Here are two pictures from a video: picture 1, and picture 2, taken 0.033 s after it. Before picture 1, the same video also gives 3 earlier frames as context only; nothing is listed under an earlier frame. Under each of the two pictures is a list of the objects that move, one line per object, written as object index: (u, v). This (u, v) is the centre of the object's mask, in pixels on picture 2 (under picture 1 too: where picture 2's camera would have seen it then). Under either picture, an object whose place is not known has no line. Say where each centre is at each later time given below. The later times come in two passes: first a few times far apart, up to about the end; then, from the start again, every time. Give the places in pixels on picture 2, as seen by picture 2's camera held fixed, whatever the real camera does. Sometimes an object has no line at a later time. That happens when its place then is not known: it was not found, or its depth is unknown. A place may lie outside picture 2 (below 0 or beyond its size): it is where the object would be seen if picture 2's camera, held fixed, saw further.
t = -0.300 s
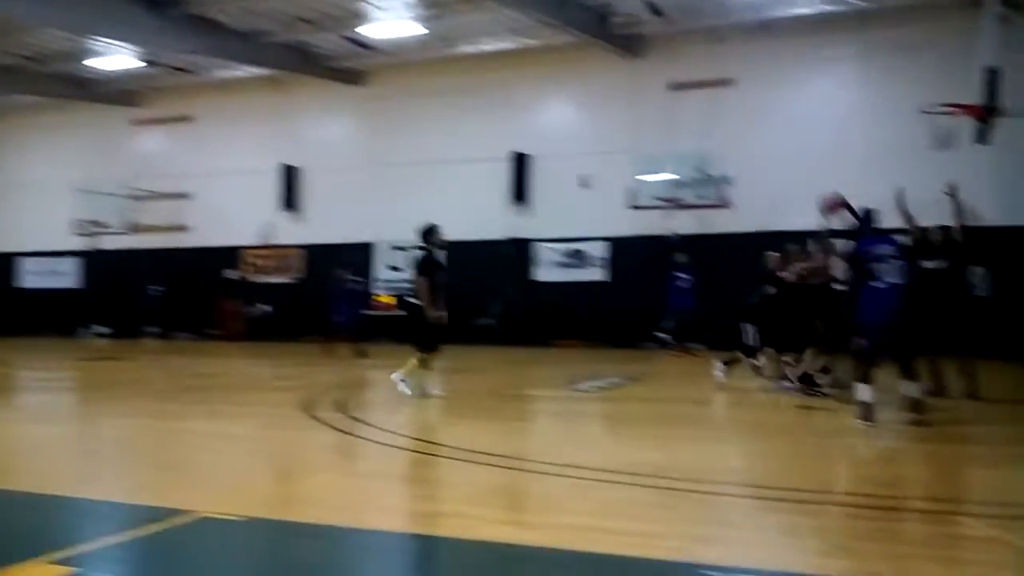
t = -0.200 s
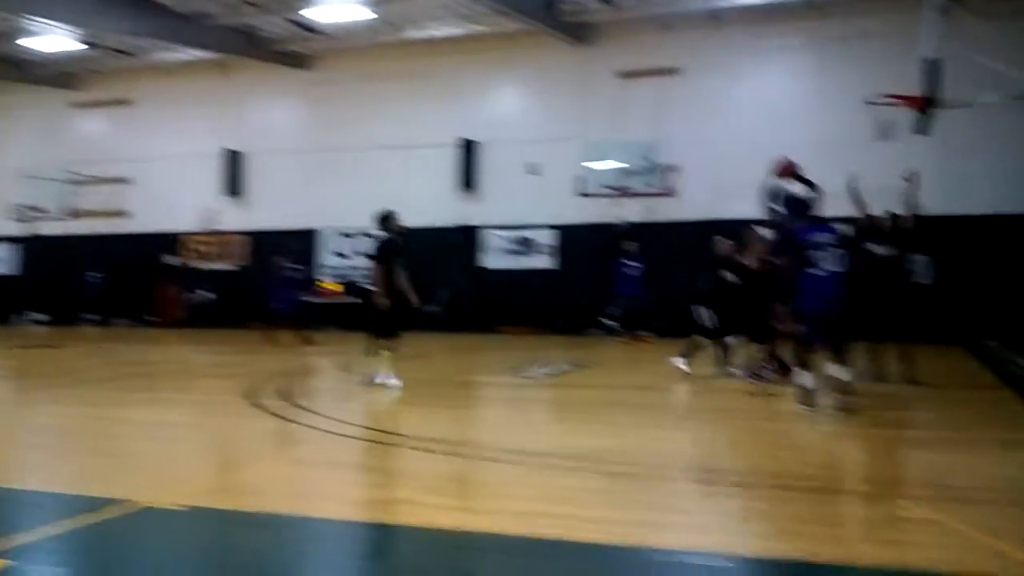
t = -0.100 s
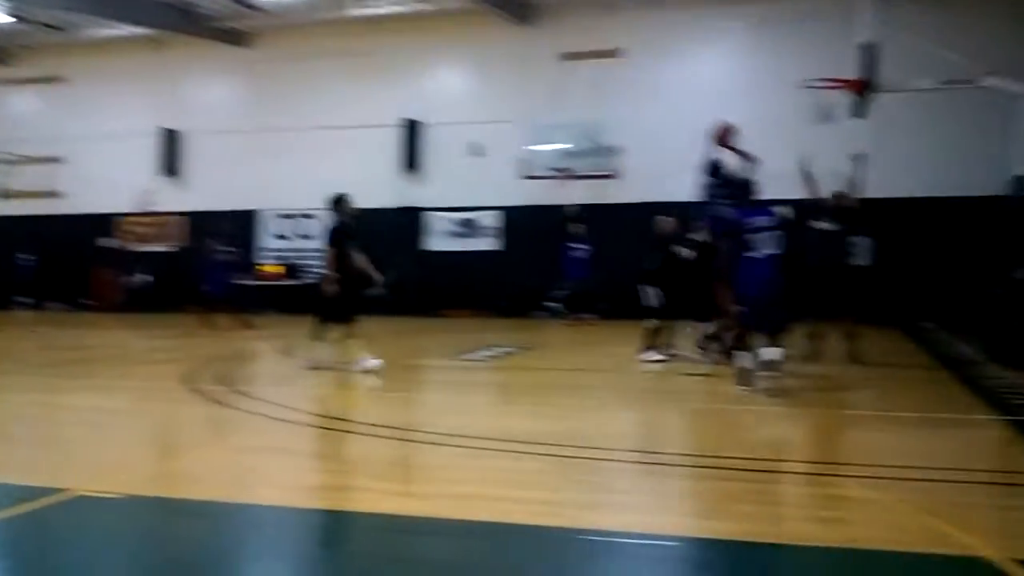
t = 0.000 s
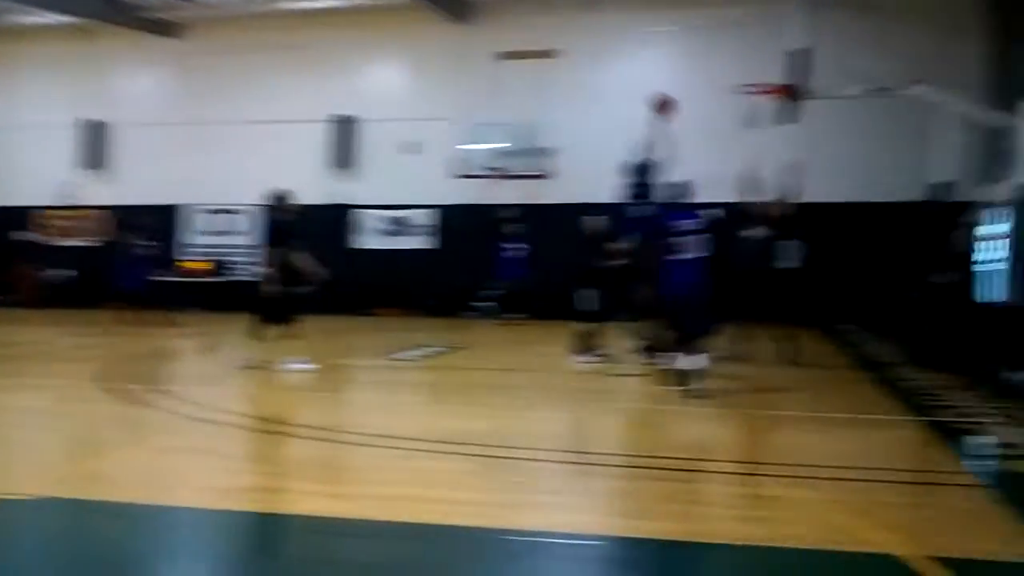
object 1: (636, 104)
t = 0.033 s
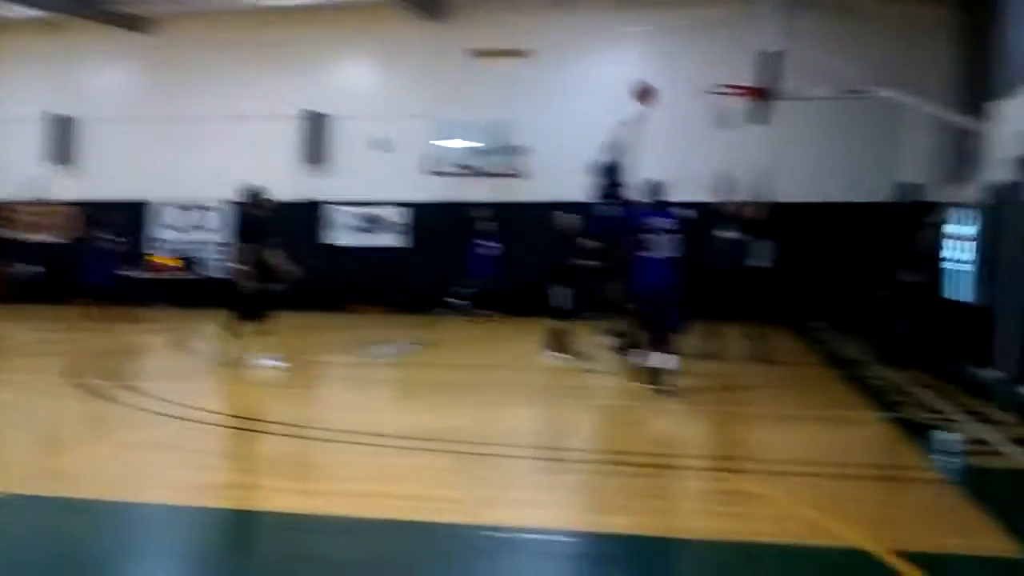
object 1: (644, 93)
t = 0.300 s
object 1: (704, 40)
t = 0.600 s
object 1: (745, 56)
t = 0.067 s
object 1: (651, 81)
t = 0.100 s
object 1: (661, 73)
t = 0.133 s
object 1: (669, 65)
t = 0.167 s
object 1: (676, 58)
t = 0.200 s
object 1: (683, 52)
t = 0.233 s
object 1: (691, 47)
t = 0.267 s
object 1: (697, 43)
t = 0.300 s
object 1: (704, 40)
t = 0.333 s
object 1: (711, 39)
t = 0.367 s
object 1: (718, 38)
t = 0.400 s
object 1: (724, 38)
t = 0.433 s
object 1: (731, 39)
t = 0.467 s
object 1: (738, 41)
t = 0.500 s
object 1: (745, 44)
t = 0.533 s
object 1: (750, 48)
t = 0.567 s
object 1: (750, 52)
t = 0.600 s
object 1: (745, 56)
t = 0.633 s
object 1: (740, 61)
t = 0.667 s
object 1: (735, 67)
